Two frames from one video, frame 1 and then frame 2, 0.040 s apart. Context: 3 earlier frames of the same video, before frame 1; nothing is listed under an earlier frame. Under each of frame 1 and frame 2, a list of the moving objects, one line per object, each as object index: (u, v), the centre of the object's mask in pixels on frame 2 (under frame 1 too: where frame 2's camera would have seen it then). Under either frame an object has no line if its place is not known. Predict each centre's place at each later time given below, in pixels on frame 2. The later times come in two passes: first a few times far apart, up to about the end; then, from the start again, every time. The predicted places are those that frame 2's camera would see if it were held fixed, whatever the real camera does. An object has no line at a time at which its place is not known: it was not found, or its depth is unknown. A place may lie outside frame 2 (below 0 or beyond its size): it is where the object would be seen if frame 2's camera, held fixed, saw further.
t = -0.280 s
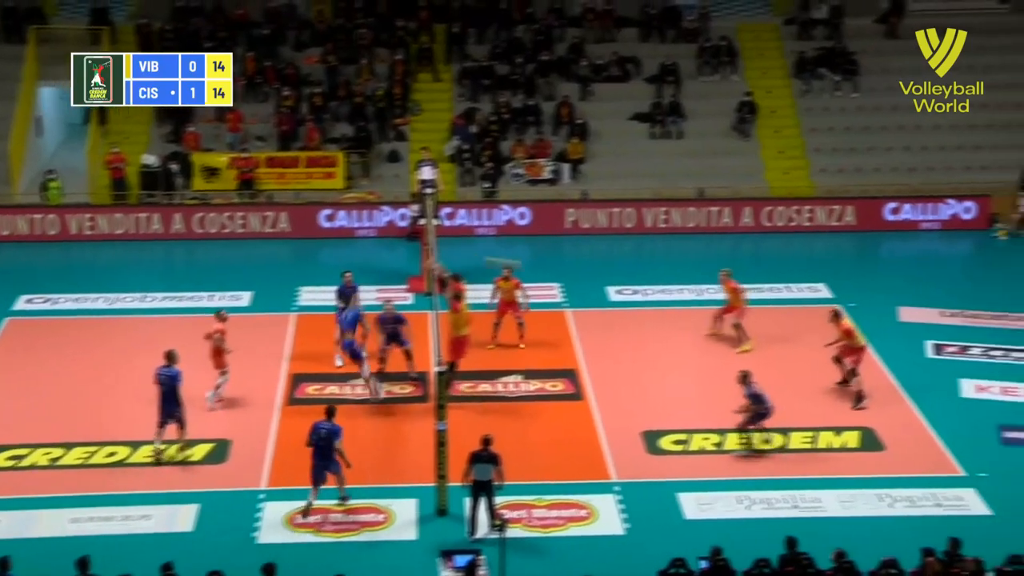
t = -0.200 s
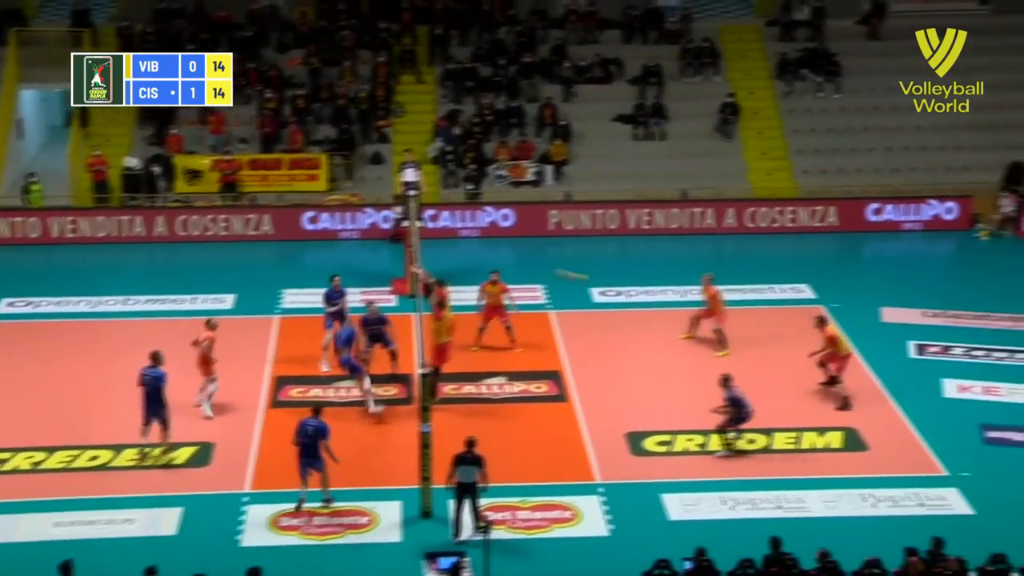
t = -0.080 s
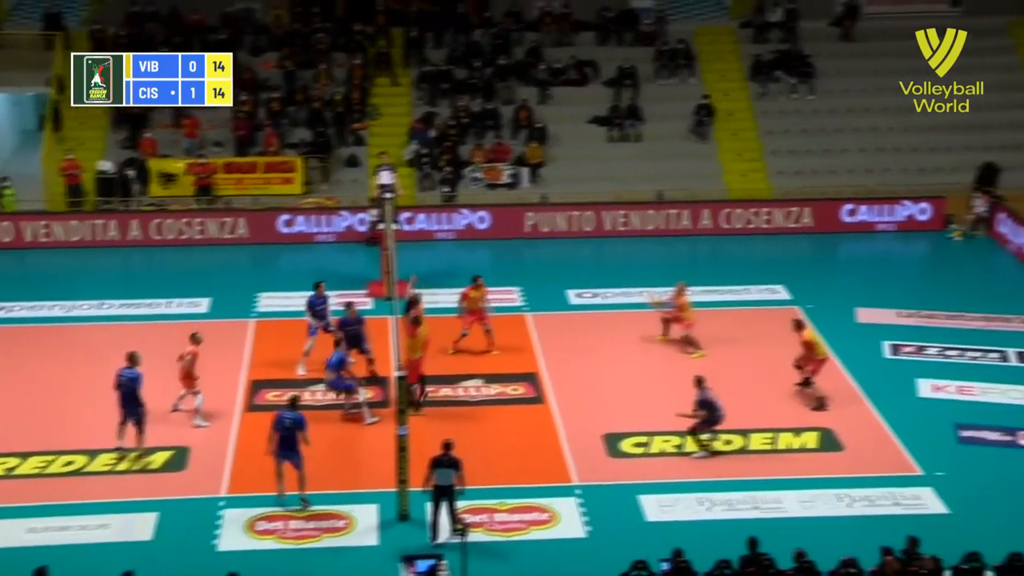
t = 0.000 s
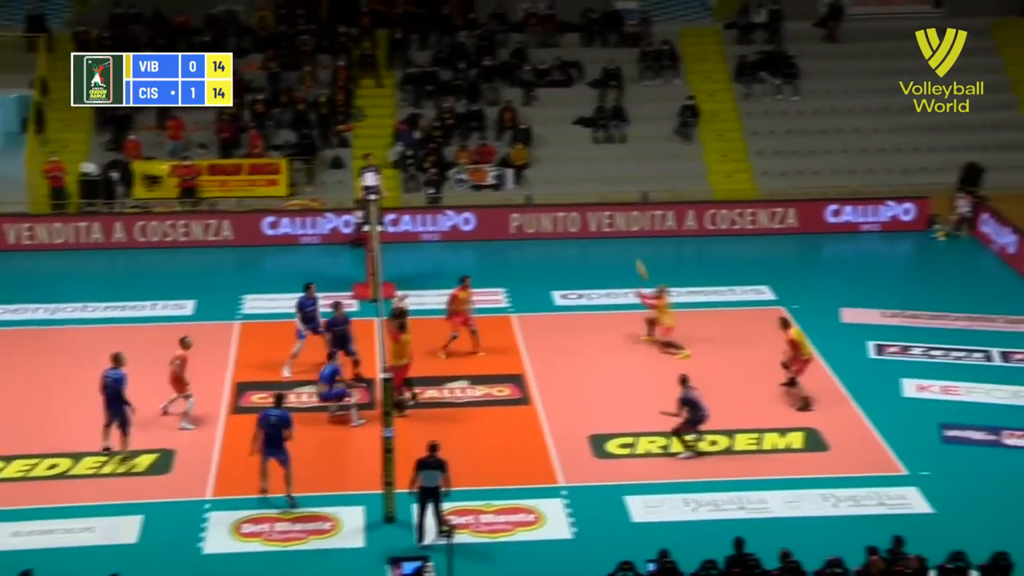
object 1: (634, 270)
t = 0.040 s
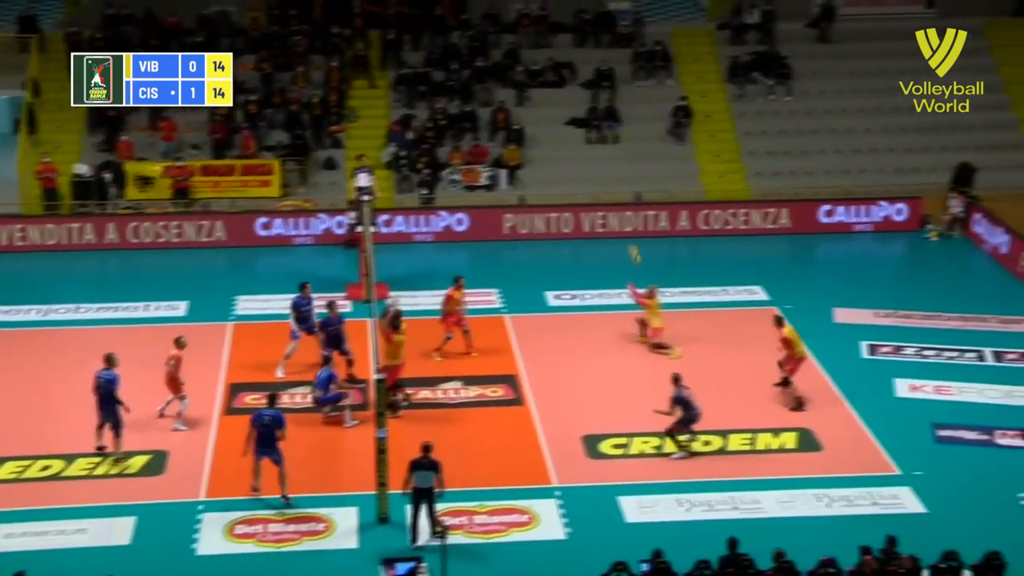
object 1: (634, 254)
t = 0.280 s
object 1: (638, 170)
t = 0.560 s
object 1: (649, 103)
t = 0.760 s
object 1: (659, 79)
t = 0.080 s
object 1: (634, 238)
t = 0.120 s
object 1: (636, 223)
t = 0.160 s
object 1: (635, 208)
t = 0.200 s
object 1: (636, 195)
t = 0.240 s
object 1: (637, 183)
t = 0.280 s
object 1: (638, 170)
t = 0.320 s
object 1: (639, 158)
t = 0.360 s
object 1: (640, 148)
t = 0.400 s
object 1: (642, 137)
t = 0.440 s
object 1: (643, 127)
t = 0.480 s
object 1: (645, 118)
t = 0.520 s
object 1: (647, 110)
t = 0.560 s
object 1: (649, 103)
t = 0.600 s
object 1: (650, 97)
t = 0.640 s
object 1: (652, 91)
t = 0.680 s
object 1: (654, 86)
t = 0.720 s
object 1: (657, 83)
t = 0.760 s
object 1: (659, 79)
